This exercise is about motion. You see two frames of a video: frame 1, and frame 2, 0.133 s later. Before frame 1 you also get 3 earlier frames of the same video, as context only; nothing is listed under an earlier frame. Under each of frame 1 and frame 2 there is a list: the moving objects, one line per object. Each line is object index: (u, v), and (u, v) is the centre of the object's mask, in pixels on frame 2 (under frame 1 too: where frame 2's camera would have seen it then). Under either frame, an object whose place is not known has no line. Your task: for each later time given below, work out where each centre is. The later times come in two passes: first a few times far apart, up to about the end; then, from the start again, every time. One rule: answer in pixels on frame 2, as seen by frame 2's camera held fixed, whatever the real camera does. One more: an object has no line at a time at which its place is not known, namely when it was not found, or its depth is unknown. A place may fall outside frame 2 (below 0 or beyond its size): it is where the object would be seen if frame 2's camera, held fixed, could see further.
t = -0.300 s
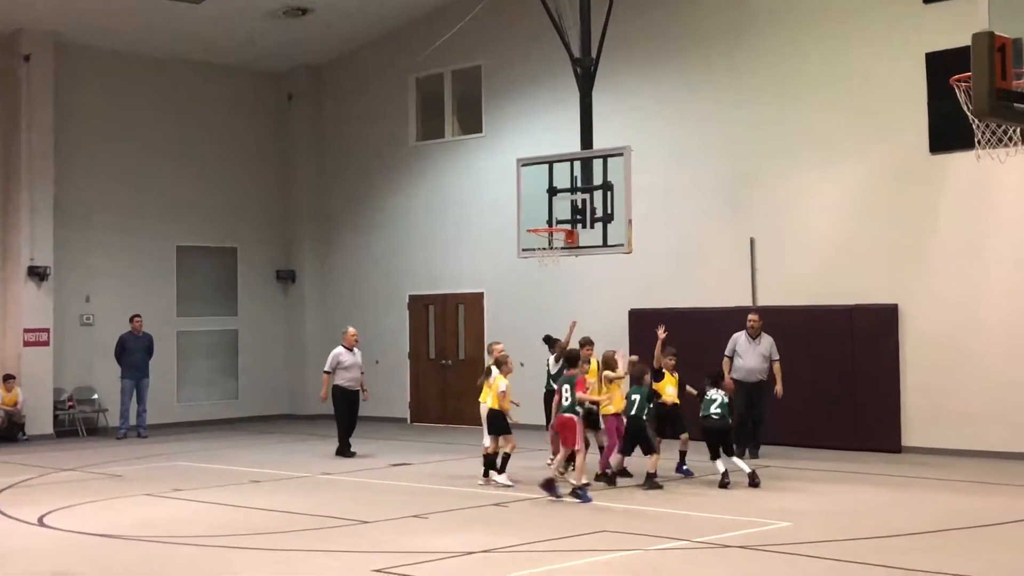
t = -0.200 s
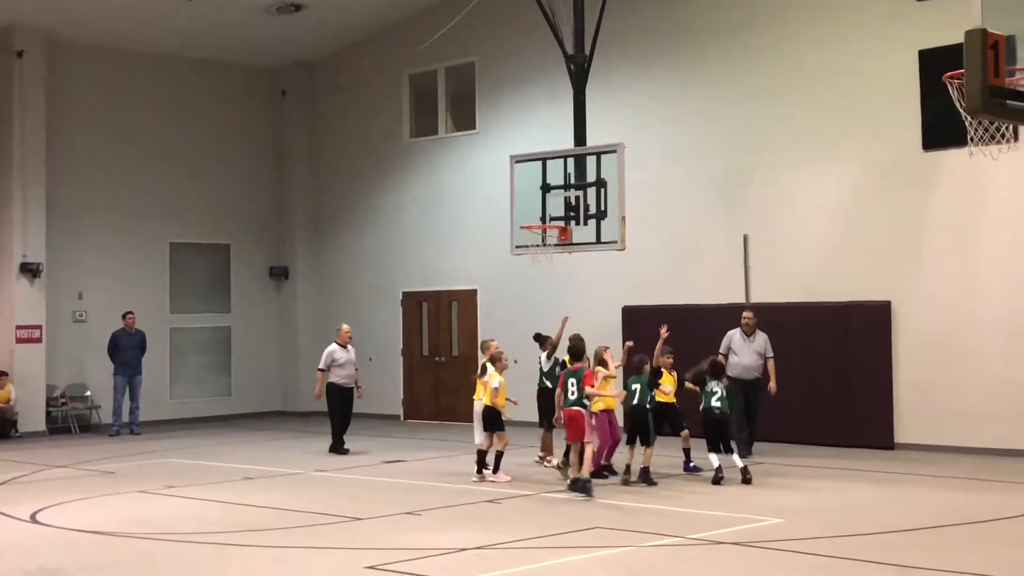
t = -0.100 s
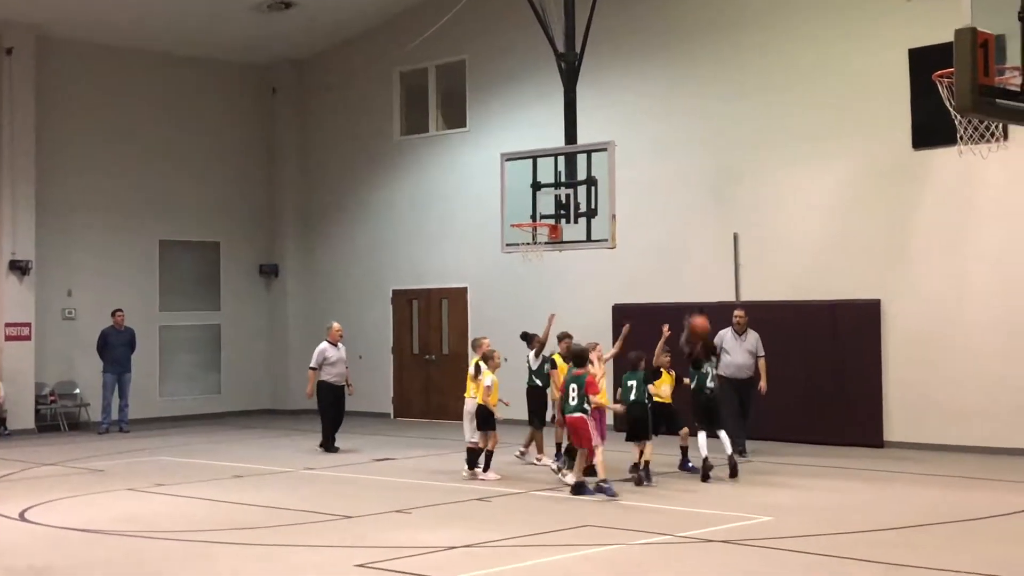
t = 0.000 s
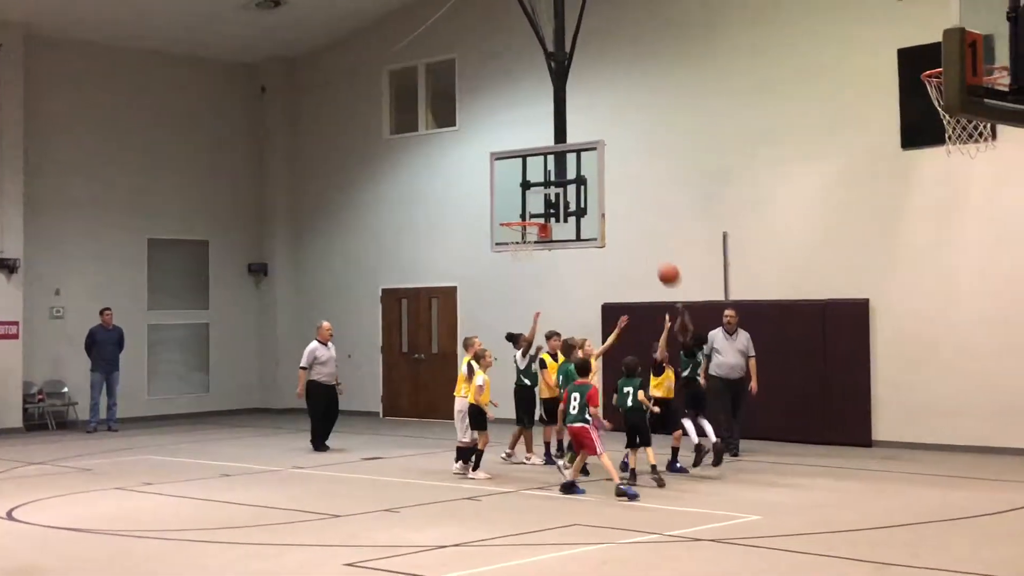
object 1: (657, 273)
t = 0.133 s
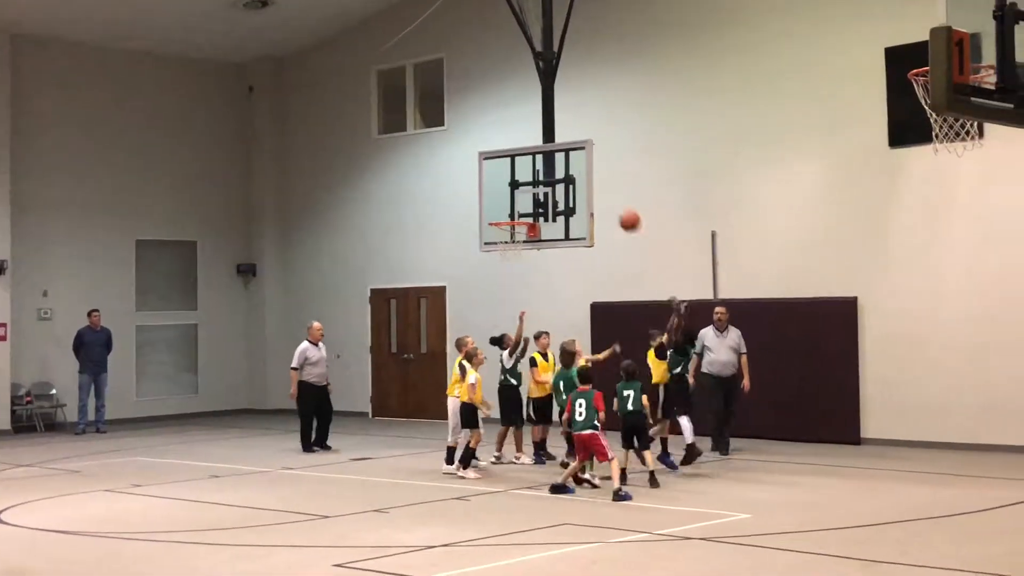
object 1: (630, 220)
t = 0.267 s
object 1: (604, 185)
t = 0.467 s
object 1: (566, 161)
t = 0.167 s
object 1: (623, 210)
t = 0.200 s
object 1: (617, 200)
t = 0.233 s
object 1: (610, 192)
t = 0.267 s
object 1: (604, 185)
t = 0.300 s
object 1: (597, 178)
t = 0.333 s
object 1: (591, 173)
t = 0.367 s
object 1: (585, 169)
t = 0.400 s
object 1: (578, 165)
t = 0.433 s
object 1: (572, 163)
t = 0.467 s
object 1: (566, 161)
